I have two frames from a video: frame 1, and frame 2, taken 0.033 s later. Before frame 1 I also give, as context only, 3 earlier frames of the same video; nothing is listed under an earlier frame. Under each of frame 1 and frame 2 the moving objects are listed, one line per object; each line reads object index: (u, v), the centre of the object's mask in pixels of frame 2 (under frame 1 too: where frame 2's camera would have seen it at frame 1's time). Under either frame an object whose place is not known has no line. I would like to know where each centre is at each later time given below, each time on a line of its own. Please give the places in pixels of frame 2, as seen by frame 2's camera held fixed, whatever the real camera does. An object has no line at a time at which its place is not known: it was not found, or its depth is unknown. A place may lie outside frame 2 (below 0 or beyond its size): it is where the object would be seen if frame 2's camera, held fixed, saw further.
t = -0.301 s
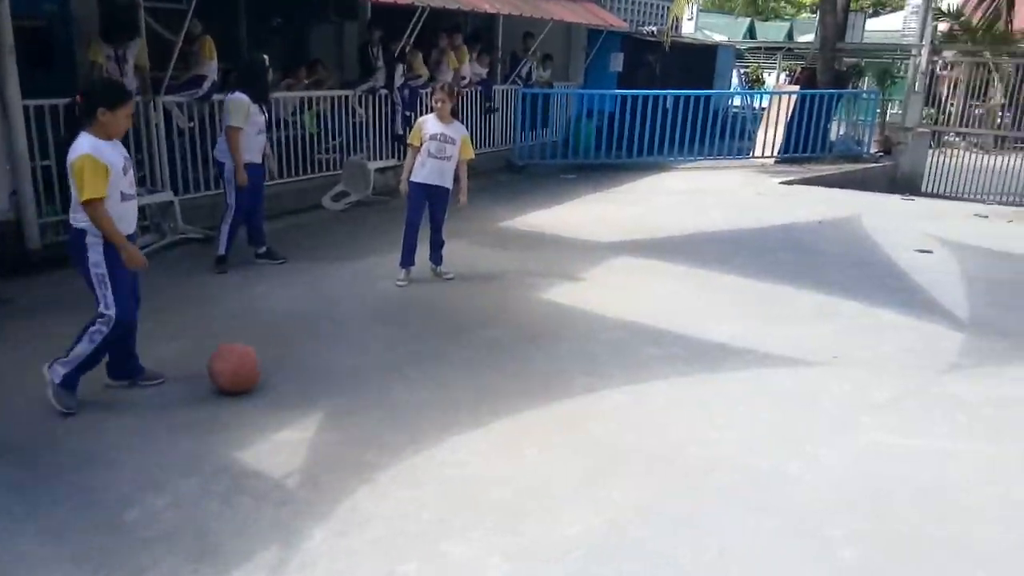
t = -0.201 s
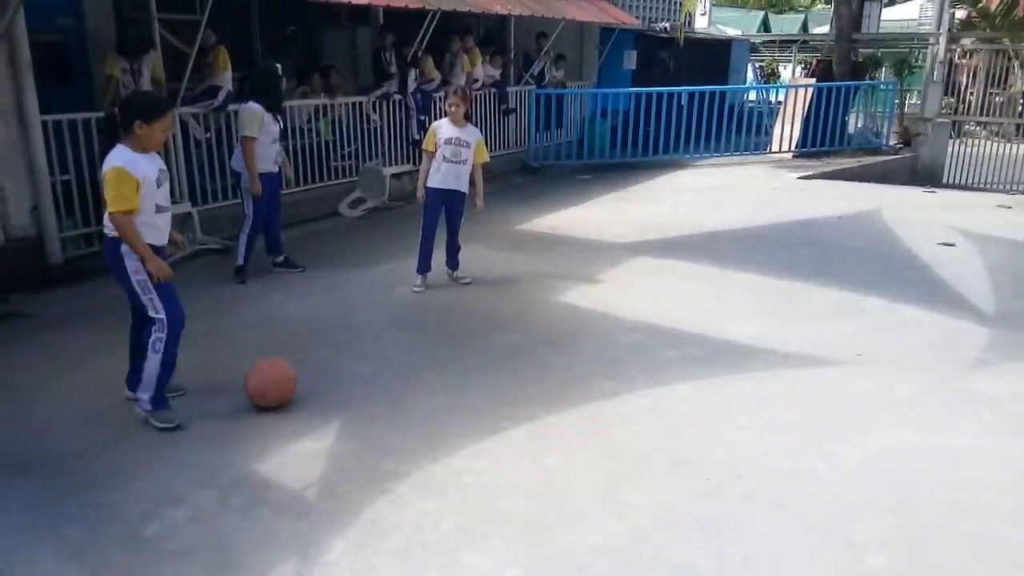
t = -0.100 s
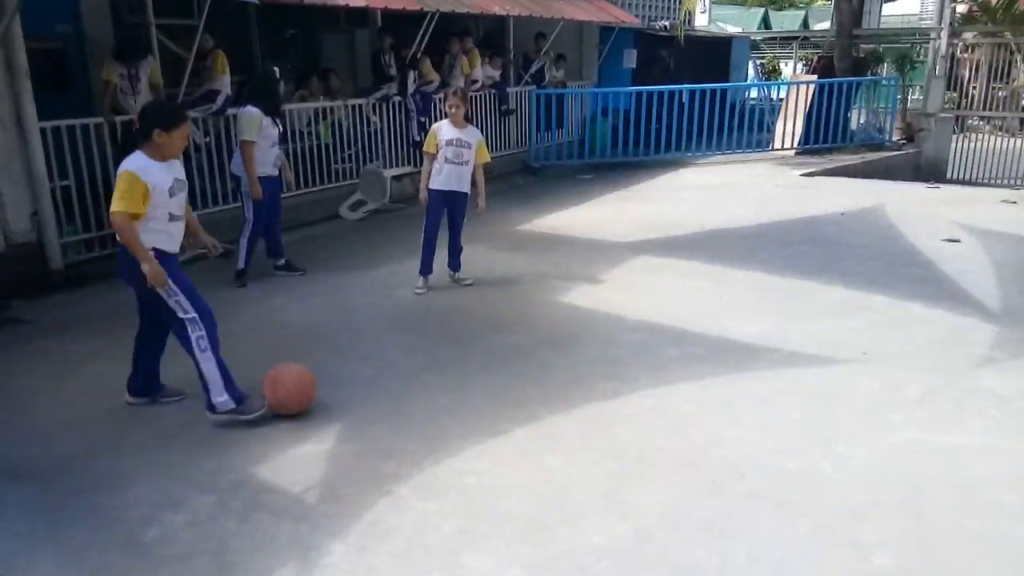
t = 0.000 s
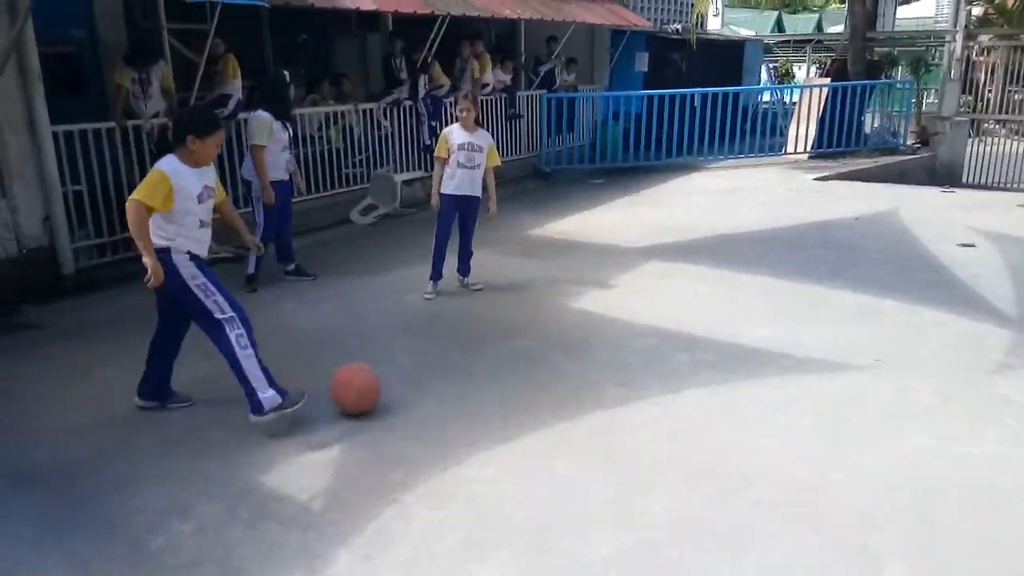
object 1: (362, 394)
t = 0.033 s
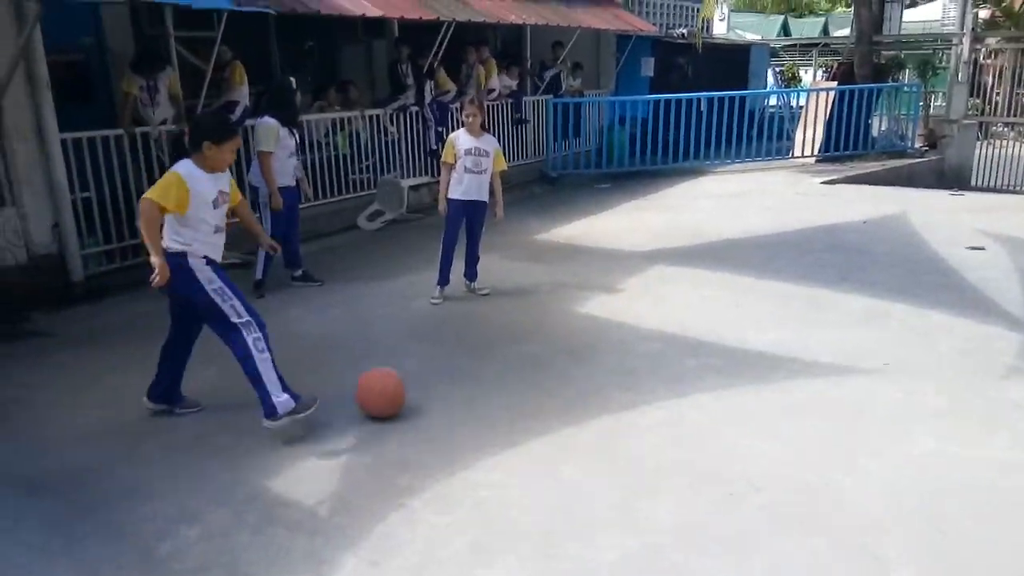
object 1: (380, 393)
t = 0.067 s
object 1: (397, 390)
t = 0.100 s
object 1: (412, 389)
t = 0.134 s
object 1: (429, 388)
